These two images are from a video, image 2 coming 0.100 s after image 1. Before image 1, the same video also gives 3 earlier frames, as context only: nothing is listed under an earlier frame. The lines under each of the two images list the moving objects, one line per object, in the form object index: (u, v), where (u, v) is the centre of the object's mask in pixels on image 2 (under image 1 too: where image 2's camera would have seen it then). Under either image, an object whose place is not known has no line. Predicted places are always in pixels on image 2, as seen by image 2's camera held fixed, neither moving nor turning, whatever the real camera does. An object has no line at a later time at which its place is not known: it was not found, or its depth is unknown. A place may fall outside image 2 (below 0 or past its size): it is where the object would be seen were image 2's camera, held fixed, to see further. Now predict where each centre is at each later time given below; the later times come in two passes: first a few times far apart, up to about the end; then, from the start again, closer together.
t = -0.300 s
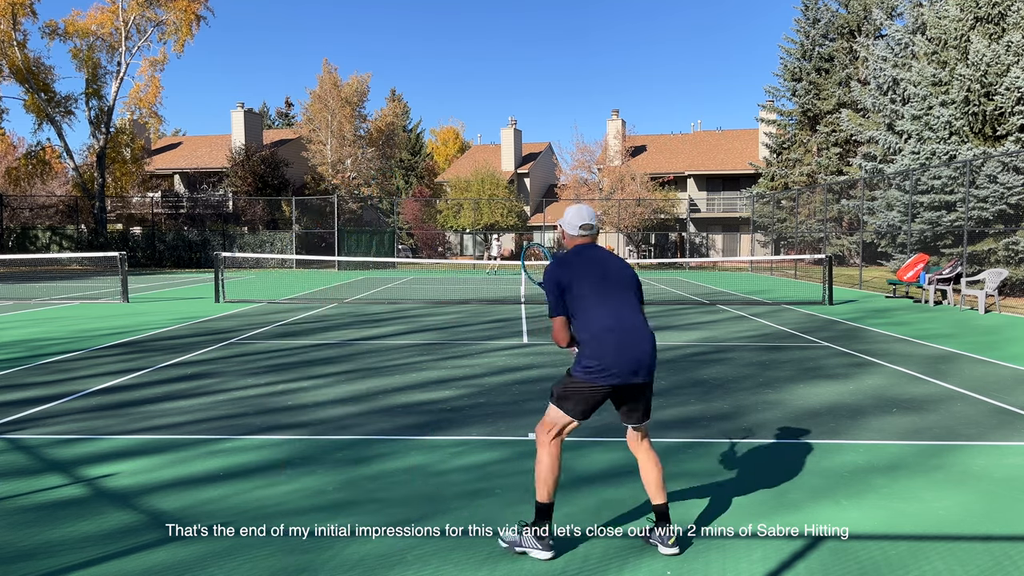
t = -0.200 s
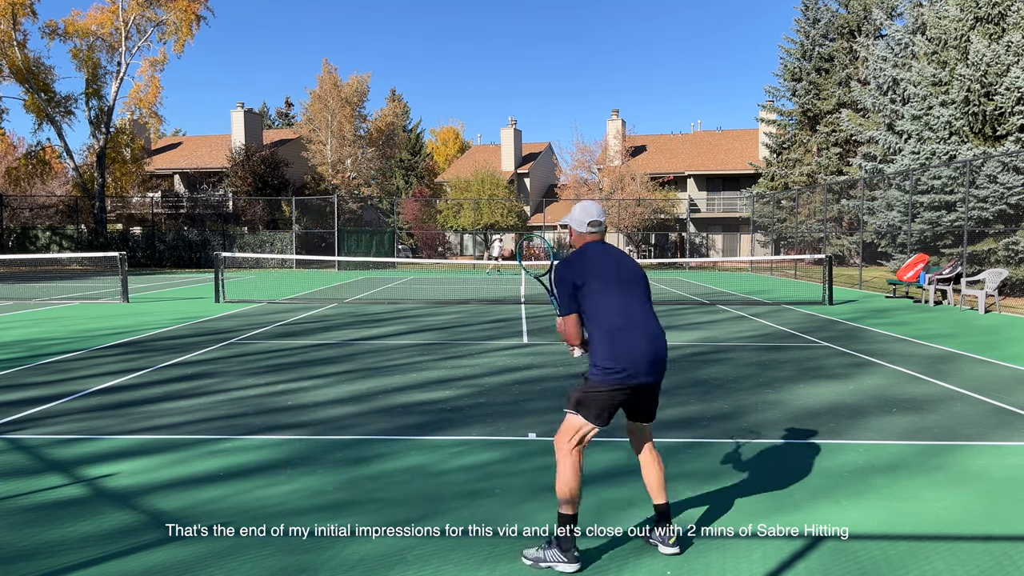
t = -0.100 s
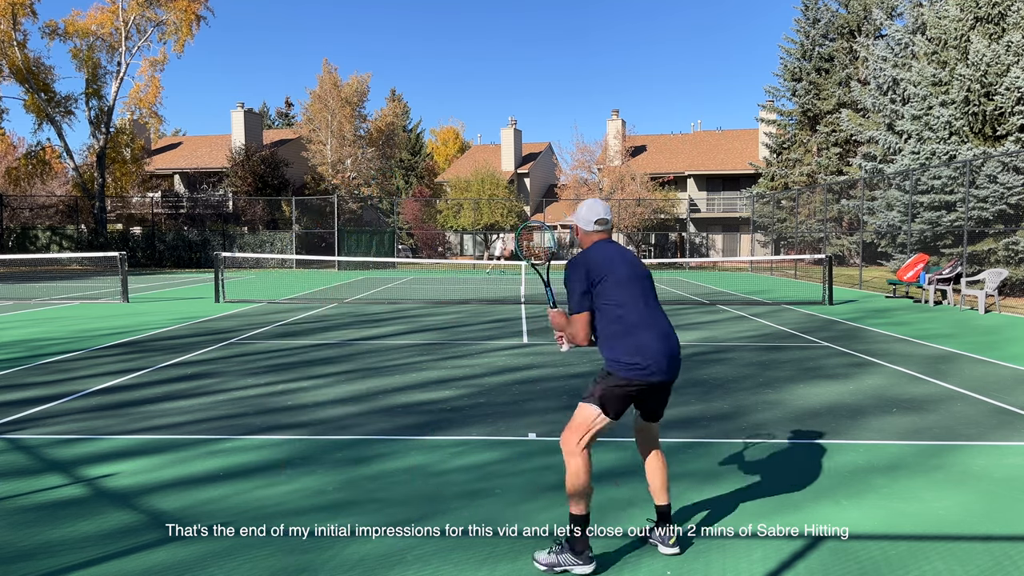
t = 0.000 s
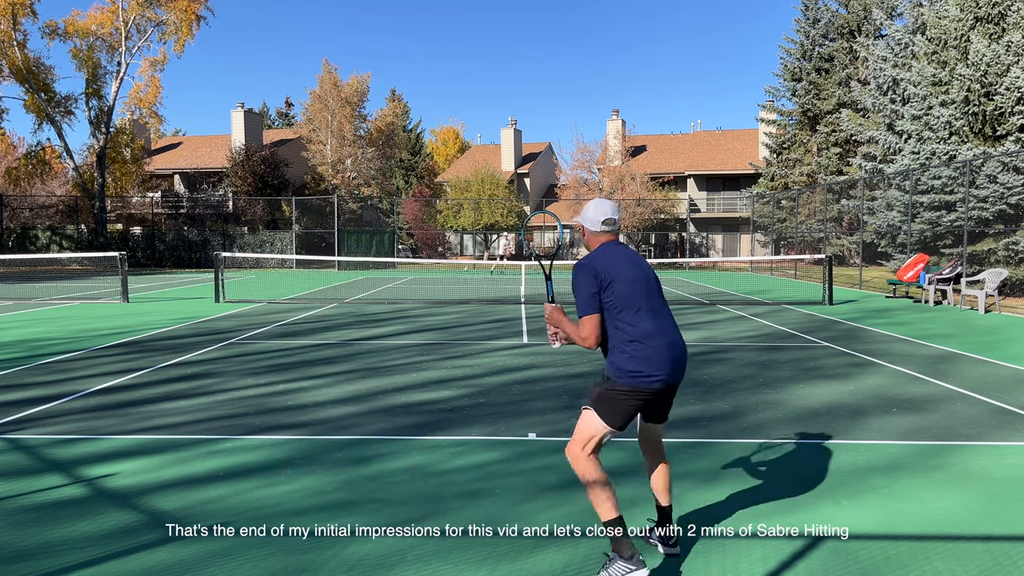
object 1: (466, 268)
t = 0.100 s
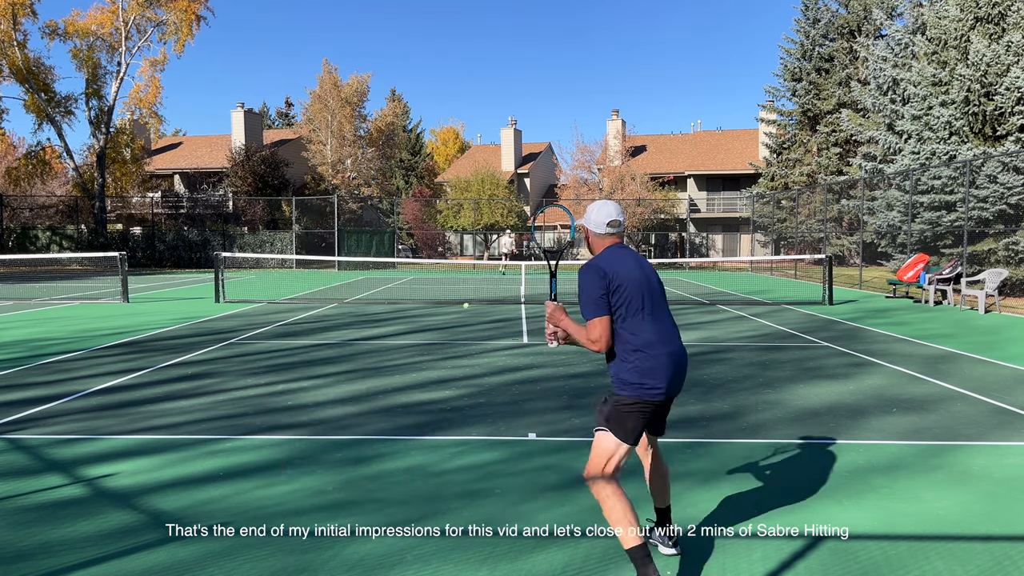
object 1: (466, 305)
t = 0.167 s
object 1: (465, 342)
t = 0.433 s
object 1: (463, 311)
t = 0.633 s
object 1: (462, 305)
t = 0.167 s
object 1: (465, 342)
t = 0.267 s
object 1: (464, 349)
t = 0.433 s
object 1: (463, 311)
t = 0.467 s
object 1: (463, 306)
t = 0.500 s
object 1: (463, 302)
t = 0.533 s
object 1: (463, 300)
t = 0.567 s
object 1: (463, 300)
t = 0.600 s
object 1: (462, 301)
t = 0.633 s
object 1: (462, 305)
